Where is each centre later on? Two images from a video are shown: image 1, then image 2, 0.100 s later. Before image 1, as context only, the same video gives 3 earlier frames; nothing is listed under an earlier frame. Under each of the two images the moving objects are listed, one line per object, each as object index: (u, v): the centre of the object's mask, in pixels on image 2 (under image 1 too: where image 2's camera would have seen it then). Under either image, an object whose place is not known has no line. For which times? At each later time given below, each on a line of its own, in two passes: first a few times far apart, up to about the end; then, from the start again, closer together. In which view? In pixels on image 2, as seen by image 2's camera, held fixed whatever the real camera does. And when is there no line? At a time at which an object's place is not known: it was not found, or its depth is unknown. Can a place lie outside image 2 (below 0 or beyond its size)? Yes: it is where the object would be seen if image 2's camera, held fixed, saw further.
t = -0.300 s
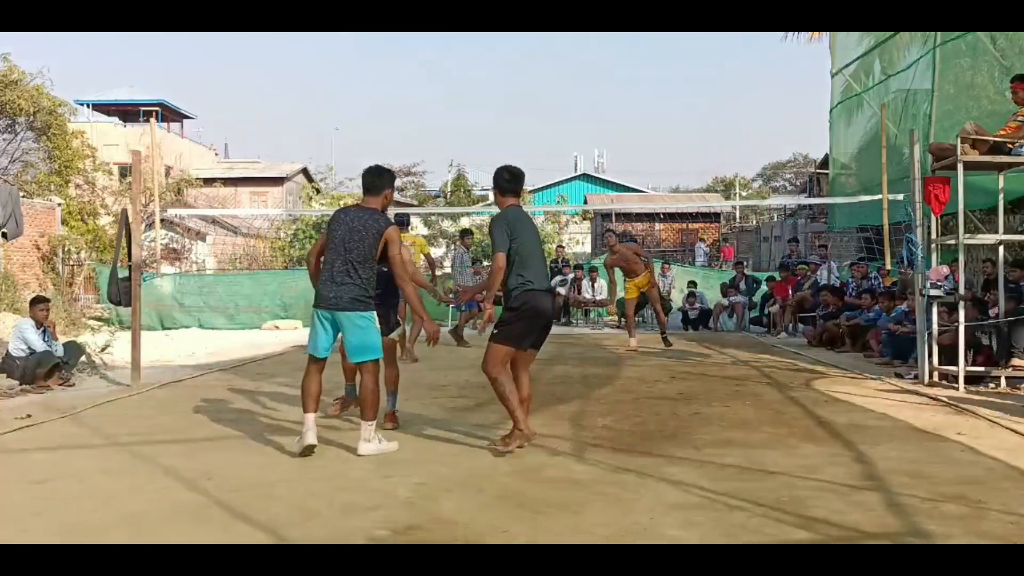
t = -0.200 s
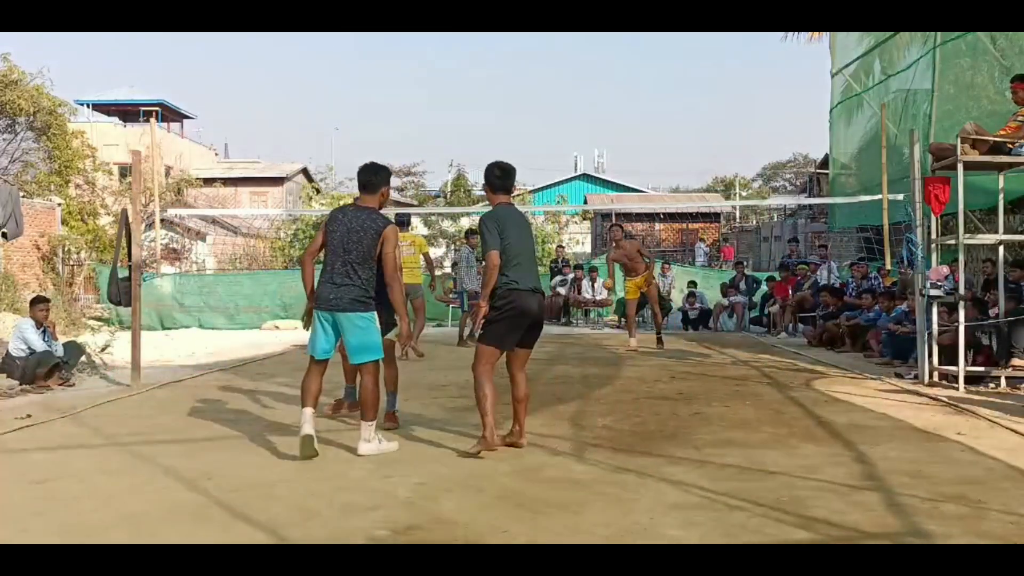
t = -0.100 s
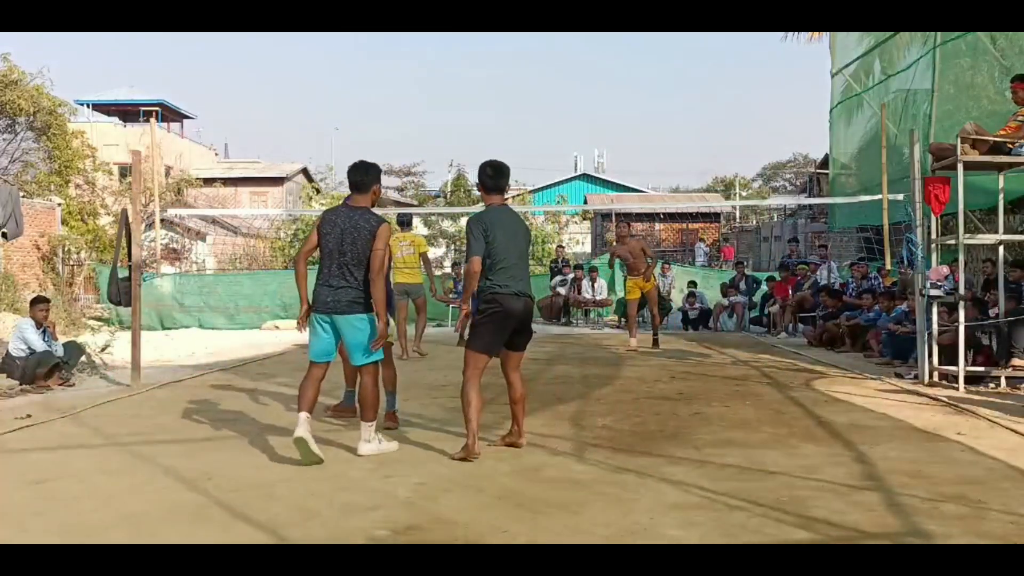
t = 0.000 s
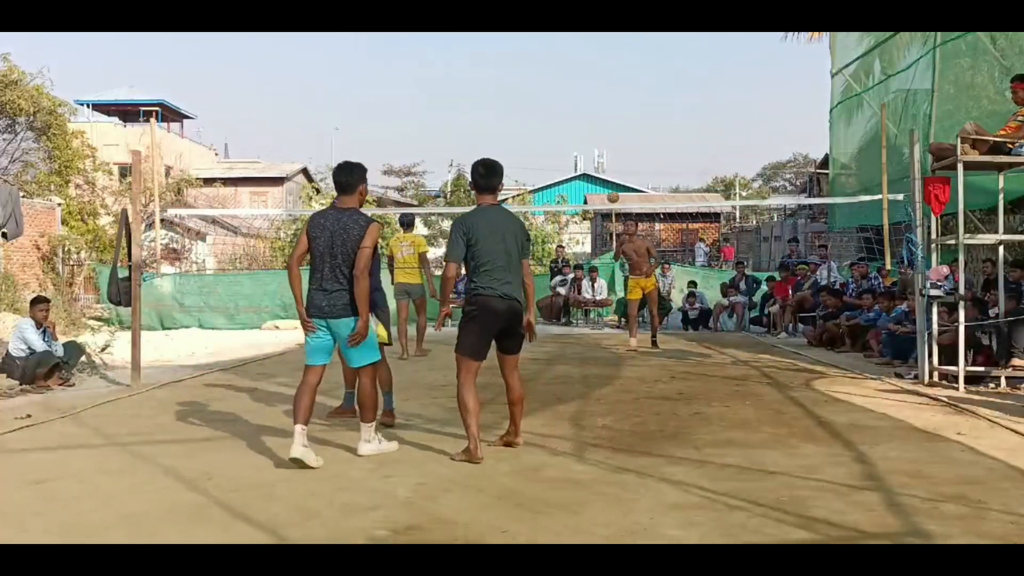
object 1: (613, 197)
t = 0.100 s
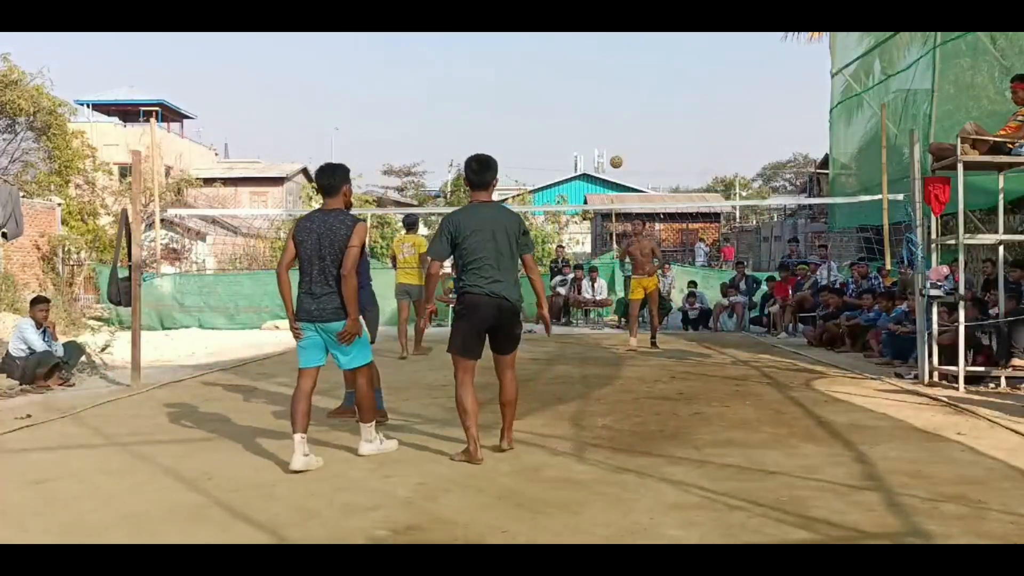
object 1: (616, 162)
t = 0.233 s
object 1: (620, 126)
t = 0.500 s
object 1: (632, 104)
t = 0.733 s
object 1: (644, 163)
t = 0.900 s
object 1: (655, 274)
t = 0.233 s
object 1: (620, 126)
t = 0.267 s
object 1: (622, 119)
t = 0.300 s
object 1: (623, 114)
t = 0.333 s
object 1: (624, 109)
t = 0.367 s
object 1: (626, 105)
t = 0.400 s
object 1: (627, 103)
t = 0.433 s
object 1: (629, 102)
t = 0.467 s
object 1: (630, 102)
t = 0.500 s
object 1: (632, 104)
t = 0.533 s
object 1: (633, 107)
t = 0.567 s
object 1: (635, 112)
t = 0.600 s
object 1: (636, 118)
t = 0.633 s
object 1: (638, 126)
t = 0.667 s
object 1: (640, 136)
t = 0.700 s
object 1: (642, 149)
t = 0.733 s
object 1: (644, 163)
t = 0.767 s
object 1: (646, 180)
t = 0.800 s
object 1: (648, 199)
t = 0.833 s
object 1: (650, 222)
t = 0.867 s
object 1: (652, 246)
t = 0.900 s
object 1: (655, 274)
